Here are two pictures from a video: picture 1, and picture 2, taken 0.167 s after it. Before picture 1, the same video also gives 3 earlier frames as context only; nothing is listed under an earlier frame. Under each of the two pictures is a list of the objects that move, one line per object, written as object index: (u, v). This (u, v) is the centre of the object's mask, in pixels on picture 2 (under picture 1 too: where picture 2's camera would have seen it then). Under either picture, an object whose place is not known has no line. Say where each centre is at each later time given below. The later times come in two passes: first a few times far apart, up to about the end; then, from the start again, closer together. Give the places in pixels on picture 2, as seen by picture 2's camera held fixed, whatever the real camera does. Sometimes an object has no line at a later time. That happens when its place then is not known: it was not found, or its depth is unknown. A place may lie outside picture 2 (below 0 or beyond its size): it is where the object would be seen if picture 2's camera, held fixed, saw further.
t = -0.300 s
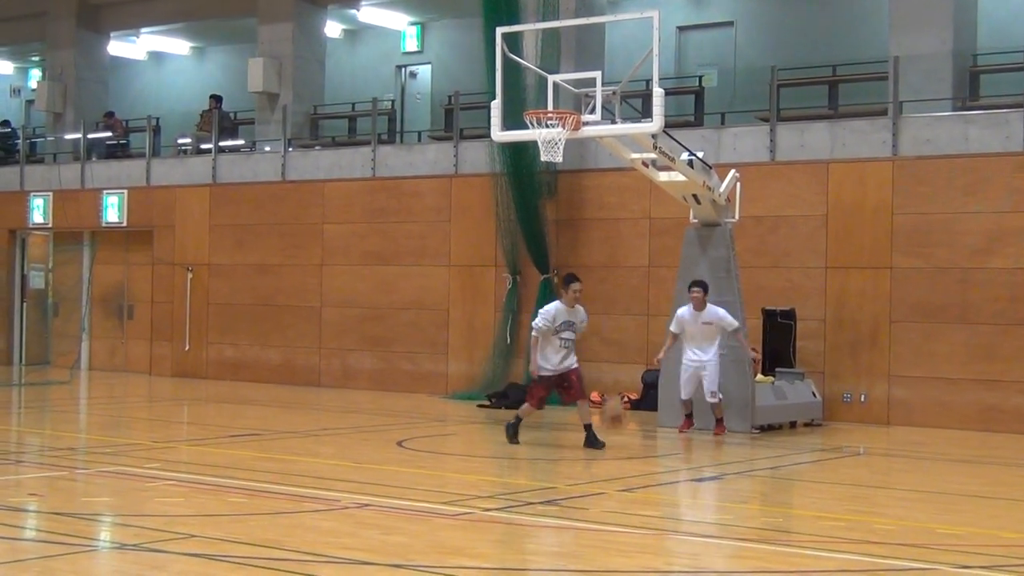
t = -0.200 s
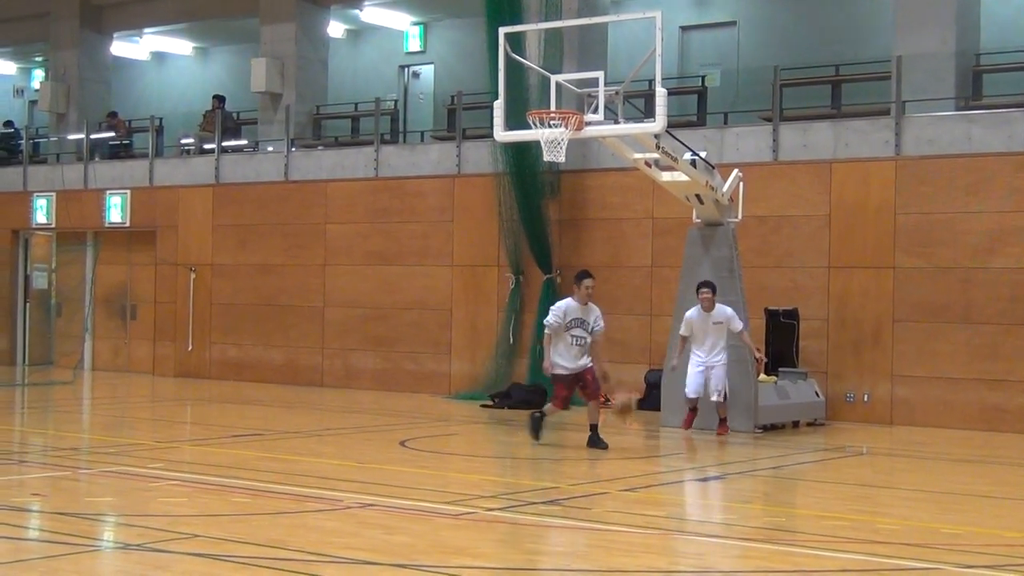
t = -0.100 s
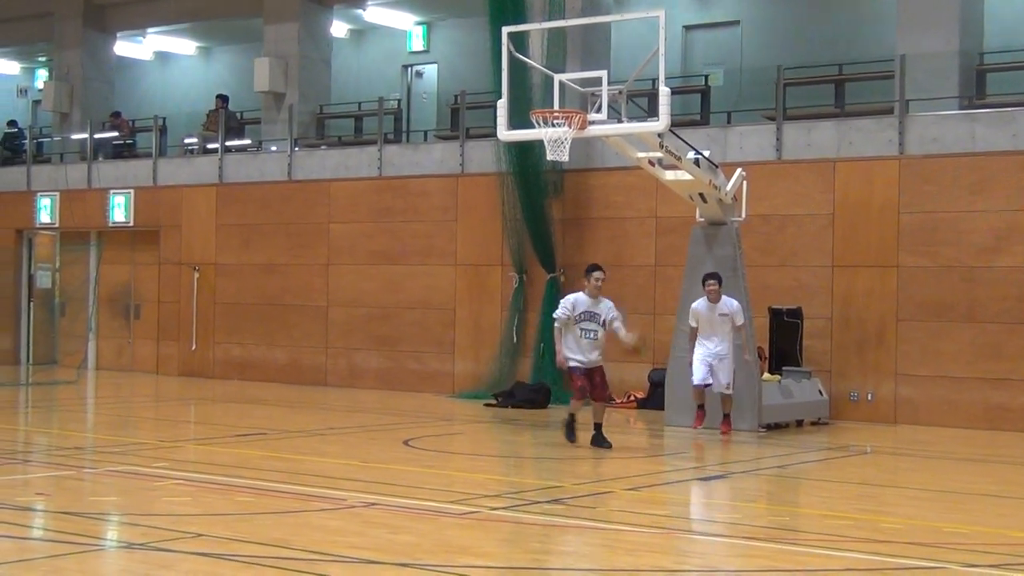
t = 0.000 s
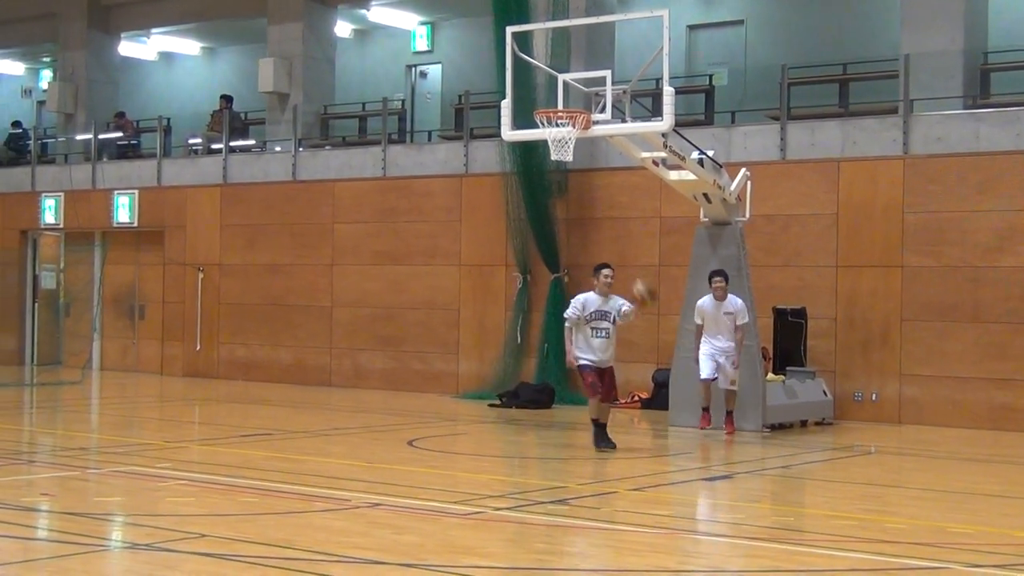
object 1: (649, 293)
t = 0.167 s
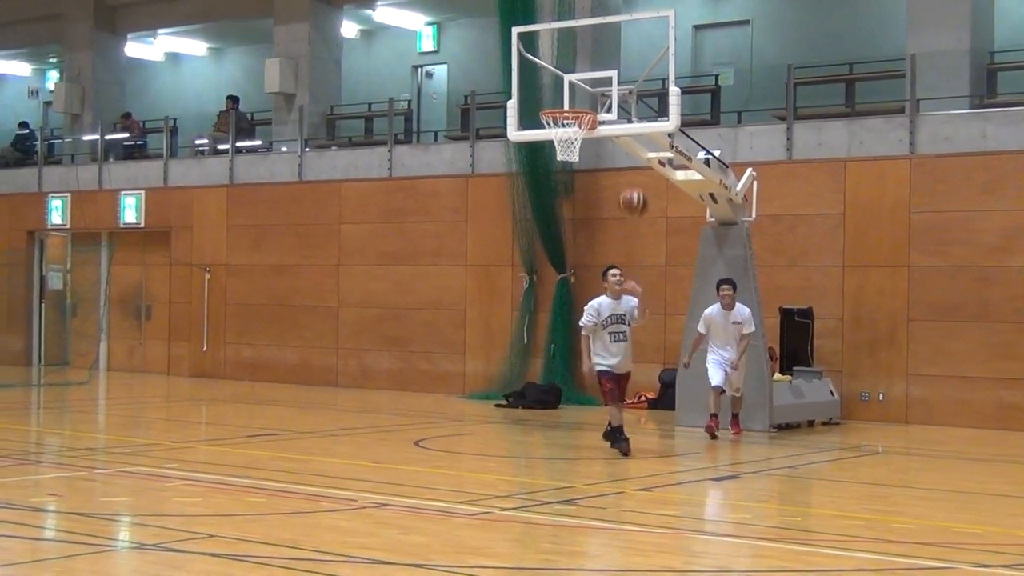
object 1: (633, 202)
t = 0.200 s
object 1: (629, 188)
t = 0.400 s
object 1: (606, 124)
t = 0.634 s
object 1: (575, 107)
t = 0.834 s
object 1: (548, 149)
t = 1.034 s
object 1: (522, 242)
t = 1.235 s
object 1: (488, 403)
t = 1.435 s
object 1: (471, 385)
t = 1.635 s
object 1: (463, 284)
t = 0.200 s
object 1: (629, 188)
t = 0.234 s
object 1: (625, 174)
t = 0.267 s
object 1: (622, 161)
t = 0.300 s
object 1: (618, 151)
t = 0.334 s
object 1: (614, 140)
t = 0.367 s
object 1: (611, 132)
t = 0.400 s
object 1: (606, 124)
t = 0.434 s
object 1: (602, 117)
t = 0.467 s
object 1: (598, 110)
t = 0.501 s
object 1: (596, 107)
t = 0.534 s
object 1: (592, 104)
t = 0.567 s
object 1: (586, 104)
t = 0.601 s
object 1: (581, 106)
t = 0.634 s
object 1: (575, 107)
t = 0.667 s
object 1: (572, 110)
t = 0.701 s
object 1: (567, 114)
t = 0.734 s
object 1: (562, 121)
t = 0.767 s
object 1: (559, 128)
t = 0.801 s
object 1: (553, 137)
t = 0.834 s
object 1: (548, 149)
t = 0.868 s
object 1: (544, 160)
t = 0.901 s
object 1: (540, 174)
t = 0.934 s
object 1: (536, 189)
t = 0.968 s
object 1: (530, 206)
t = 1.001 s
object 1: (526, 224)
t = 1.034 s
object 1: (522, 242)
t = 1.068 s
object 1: (516, 266)
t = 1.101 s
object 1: (513, 287)
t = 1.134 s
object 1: (505, 315)
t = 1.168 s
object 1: (499, 343)
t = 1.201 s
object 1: (492, 373)
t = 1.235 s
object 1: (488, 403)
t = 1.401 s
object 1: (474, 406)
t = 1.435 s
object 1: (471, 385)
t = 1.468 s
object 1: (471, 364)
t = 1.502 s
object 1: (469, 346)
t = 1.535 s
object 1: (469, 328)
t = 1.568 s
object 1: (468, 313)
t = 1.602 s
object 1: (466, 296)
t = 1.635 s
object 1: (463, 284)
